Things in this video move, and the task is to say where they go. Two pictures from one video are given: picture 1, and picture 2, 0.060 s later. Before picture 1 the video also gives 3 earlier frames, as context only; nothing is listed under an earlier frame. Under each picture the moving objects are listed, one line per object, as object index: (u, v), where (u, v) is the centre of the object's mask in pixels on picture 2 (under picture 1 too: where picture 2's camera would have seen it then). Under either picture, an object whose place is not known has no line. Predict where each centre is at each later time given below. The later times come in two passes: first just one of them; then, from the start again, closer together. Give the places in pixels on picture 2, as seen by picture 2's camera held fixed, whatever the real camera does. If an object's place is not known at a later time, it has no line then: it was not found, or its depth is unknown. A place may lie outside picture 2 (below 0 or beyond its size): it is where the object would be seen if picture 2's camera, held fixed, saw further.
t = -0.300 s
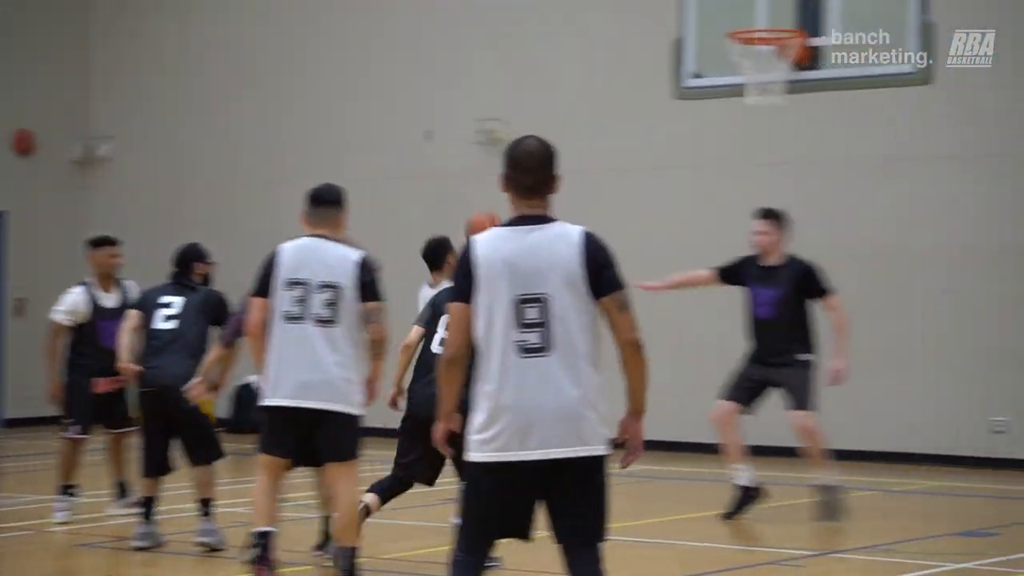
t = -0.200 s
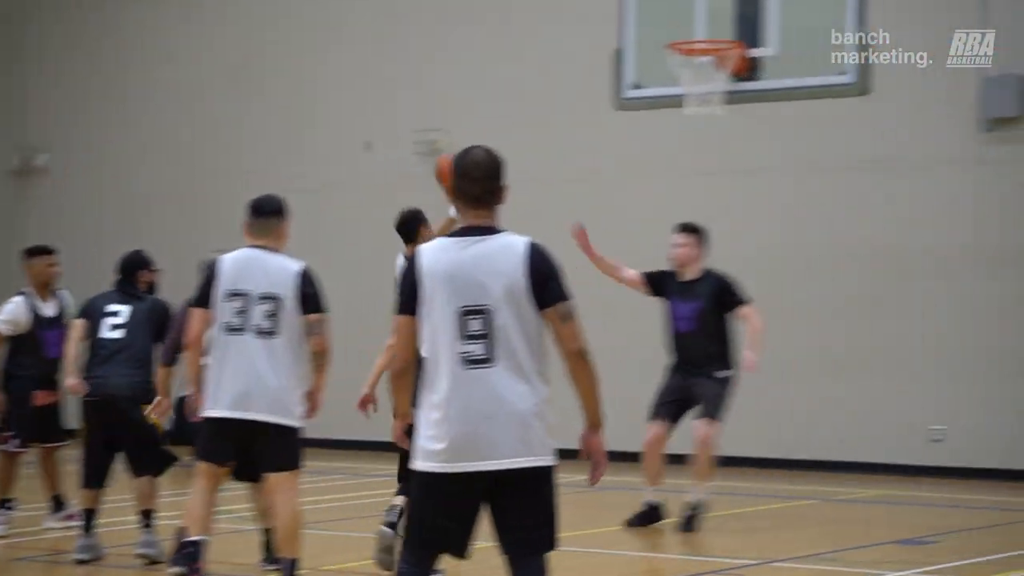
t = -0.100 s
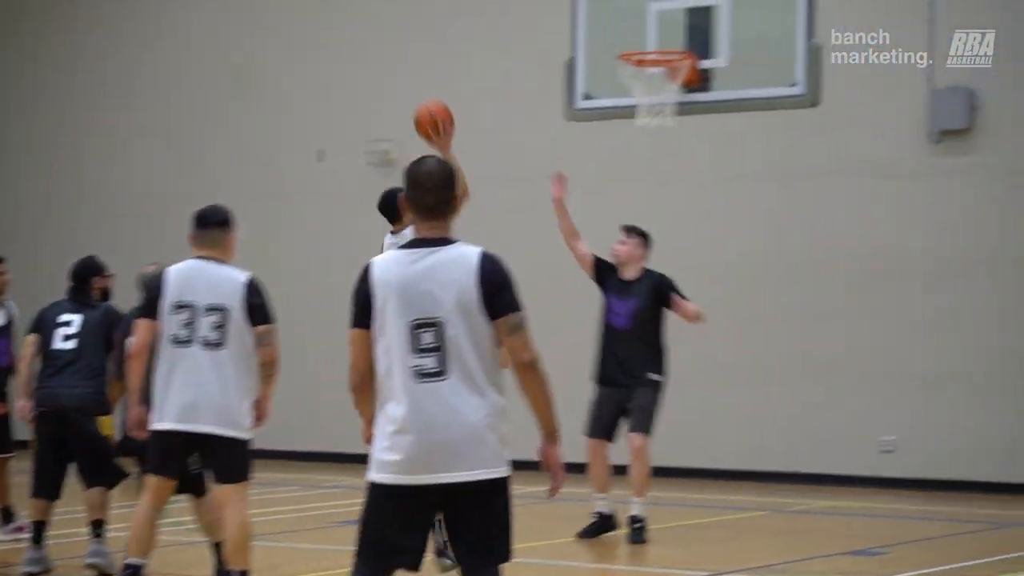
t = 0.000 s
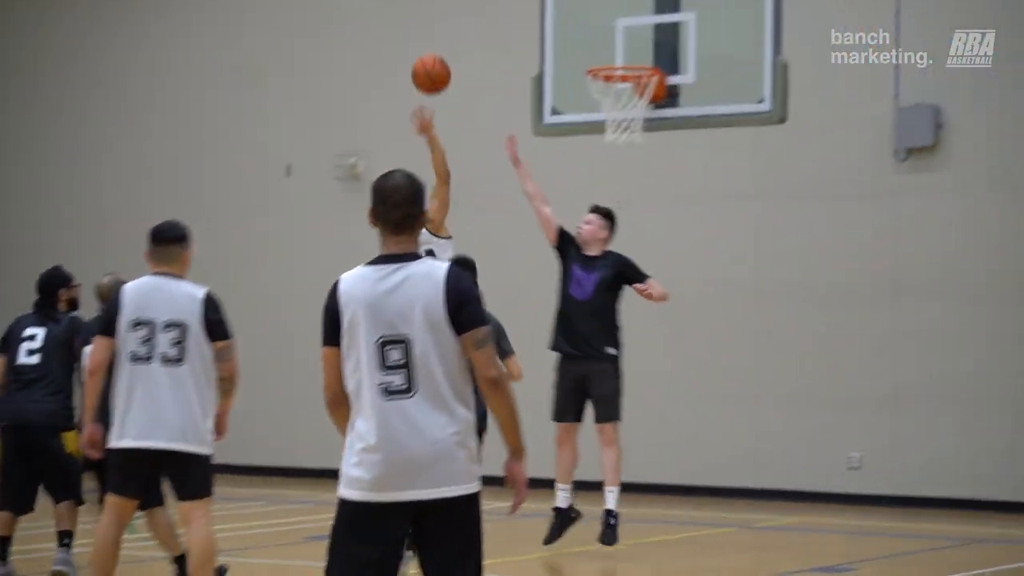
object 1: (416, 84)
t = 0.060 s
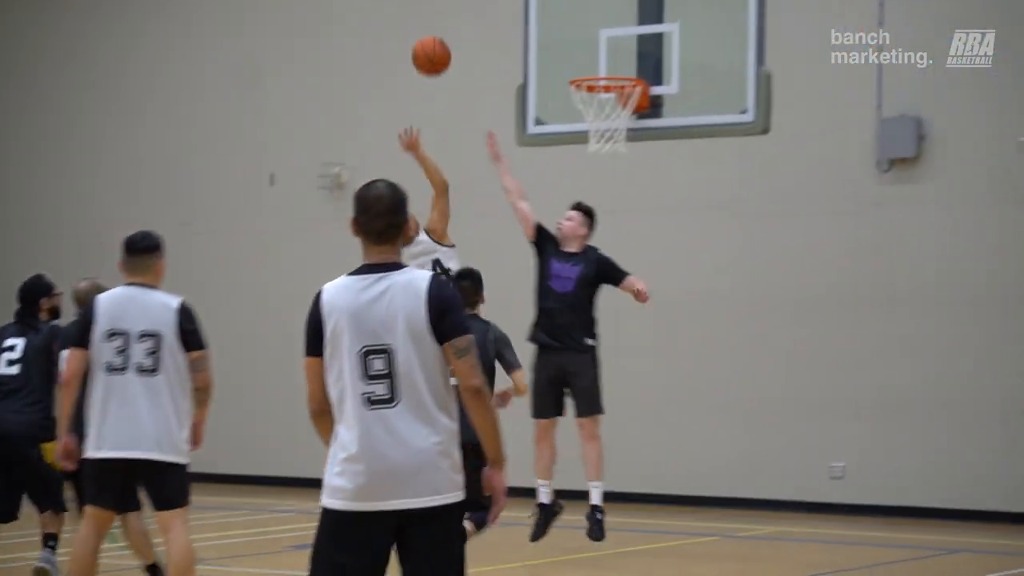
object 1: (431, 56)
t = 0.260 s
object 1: (477, 2)
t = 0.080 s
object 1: (436, 47)
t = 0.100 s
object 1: (440, 39)
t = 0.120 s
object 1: (444, 32)
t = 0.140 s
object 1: (449, 26)
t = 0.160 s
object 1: (454, 20)
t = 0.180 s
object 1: (459, 15)
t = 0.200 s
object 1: (463, 11)
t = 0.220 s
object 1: (468, 7)
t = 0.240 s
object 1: (472, 4)
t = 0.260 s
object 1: (477, 2)
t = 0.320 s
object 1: (492, -1)
